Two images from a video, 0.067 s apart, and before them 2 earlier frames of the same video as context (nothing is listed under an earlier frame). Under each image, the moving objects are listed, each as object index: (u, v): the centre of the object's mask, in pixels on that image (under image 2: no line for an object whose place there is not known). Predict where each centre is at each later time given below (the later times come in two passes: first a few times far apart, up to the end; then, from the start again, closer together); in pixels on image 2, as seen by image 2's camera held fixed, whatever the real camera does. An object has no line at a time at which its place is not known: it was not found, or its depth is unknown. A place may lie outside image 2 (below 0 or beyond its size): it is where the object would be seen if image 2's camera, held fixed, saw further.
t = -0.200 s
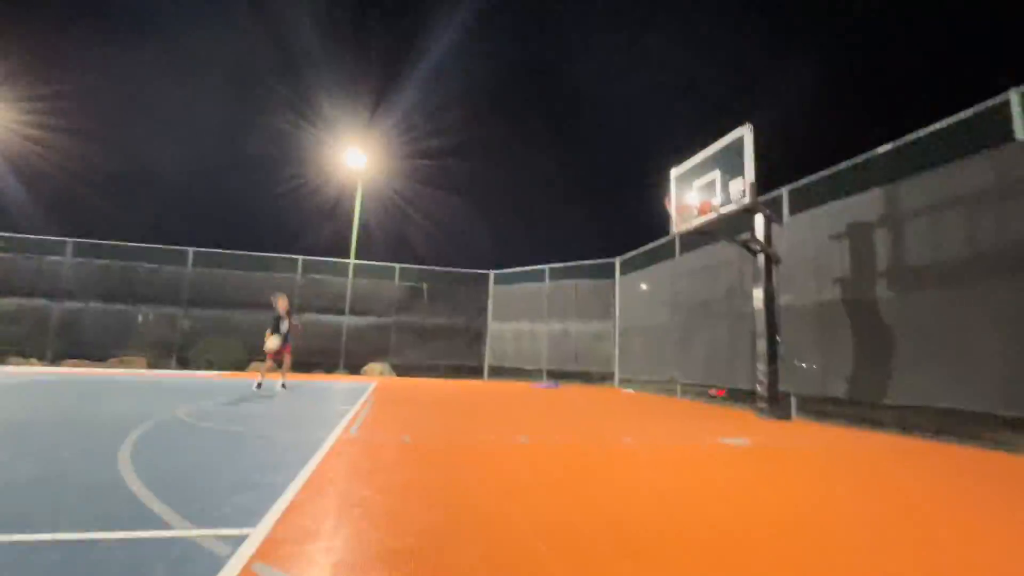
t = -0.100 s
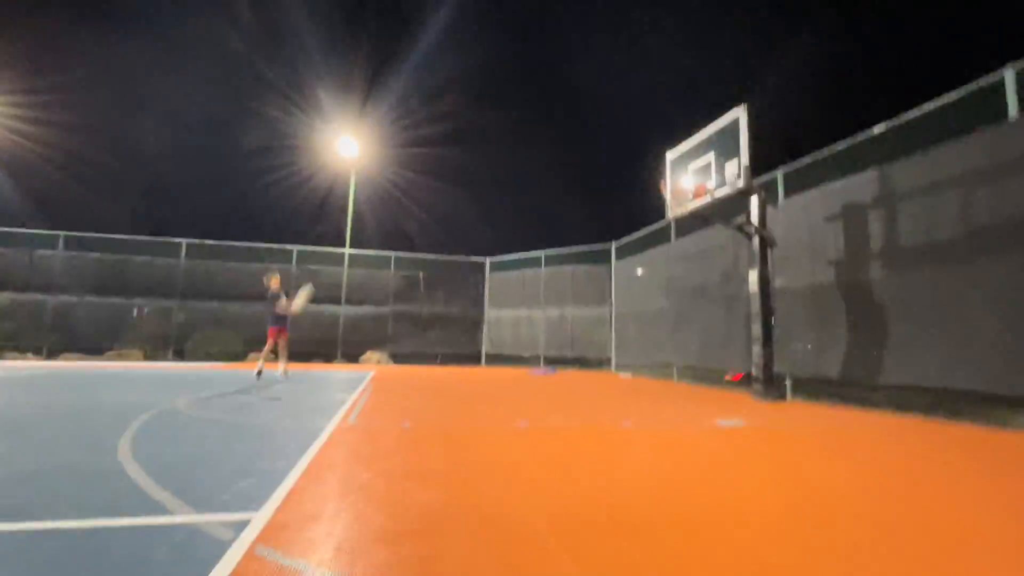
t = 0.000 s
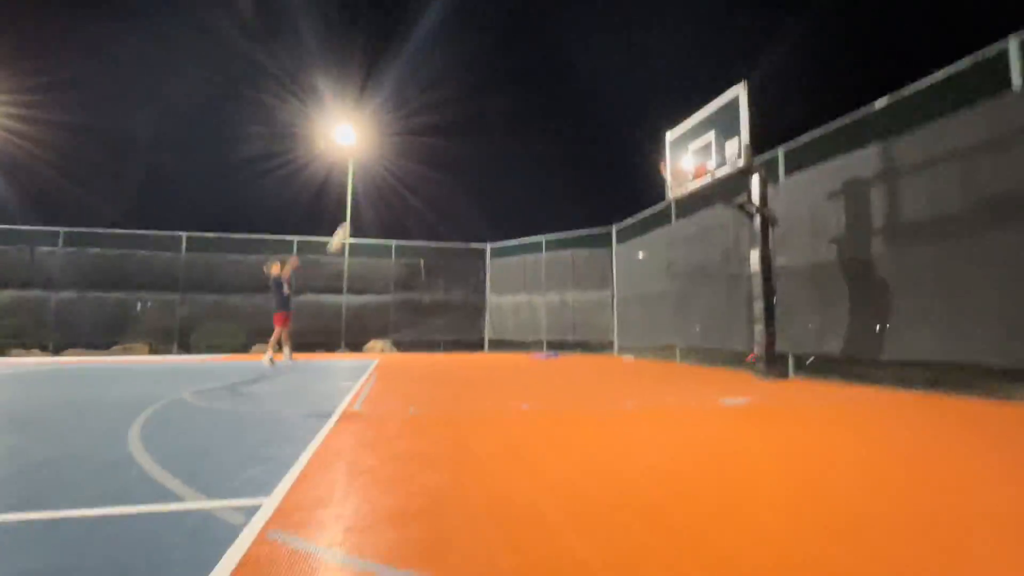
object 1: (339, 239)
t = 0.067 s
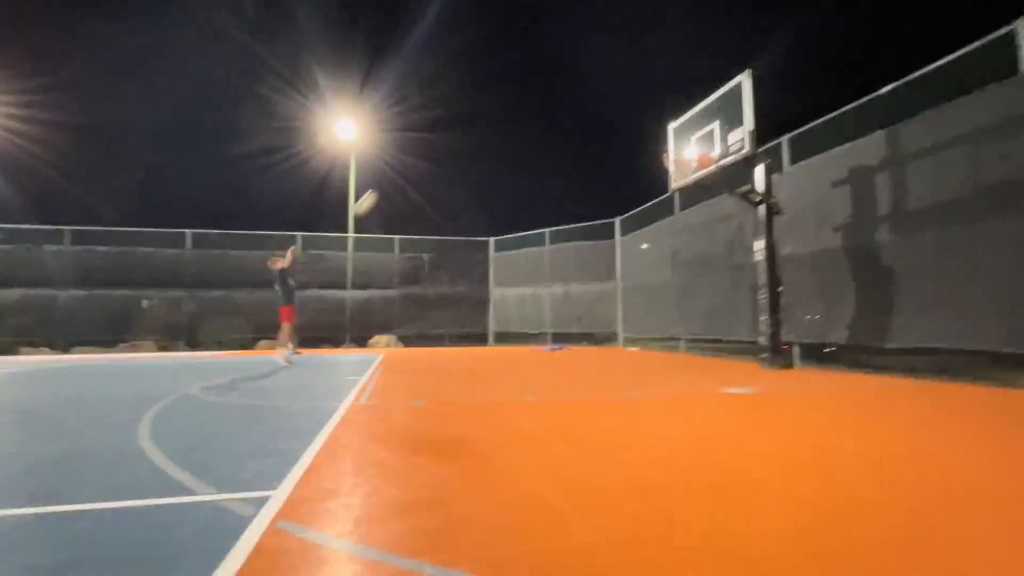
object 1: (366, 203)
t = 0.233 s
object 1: (422, 140)
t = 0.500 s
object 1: (514, 75)
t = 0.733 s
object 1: (597, 54)
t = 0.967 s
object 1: (685, 68)
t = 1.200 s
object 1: (745, 39)
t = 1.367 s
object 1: (777, 4)
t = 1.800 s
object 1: (875, 1)
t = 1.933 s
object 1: (910, 29)
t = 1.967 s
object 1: (920, 38)
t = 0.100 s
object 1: (376, 189)
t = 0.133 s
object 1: (387, 176)
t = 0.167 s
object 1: (399, 163)
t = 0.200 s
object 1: (409, 152)
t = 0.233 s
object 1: (422, 140)
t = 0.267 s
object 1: (433, 129)
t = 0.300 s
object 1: (444, 119)
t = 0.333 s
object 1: (456, 110)
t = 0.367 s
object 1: (467, 102)
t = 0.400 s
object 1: (479, 94)
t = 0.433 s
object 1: (490, 87)
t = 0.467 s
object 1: (502, 81)
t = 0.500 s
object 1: (514, 75)
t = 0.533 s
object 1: (525, 70)
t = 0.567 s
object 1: (537, 65)
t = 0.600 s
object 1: (549, 62)
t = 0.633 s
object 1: (561, 59)
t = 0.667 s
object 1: (572, 56)
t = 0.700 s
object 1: (584, 55)
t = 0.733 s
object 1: (597, 54)
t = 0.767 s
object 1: (608, 54)
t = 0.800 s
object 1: (621, 54)
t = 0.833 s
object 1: (633, 55)
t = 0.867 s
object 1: (646, 57)
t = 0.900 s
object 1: (659, 60)
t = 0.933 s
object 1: (672, 64)
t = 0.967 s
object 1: (685, 68)
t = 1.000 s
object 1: (698, 73)
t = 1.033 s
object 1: (710, 79)
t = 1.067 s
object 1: (721, 78)
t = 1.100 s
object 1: (727, 68)
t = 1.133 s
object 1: (734, 58)
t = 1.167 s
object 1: (739, 48)
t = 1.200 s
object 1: (745, 39)
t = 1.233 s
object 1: (751, 31)
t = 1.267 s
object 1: (757, 23)
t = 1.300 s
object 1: (764, 16)
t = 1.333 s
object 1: (771, 10)
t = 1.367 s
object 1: (777, 4)
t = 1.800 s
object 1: (875, 1)
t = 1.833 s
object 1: (884, 7)
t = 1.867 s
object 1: (892, 13)
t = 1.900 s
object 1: (901, 20)
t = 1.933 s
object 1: (910, 29)
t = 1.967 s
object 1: (920, 38)
